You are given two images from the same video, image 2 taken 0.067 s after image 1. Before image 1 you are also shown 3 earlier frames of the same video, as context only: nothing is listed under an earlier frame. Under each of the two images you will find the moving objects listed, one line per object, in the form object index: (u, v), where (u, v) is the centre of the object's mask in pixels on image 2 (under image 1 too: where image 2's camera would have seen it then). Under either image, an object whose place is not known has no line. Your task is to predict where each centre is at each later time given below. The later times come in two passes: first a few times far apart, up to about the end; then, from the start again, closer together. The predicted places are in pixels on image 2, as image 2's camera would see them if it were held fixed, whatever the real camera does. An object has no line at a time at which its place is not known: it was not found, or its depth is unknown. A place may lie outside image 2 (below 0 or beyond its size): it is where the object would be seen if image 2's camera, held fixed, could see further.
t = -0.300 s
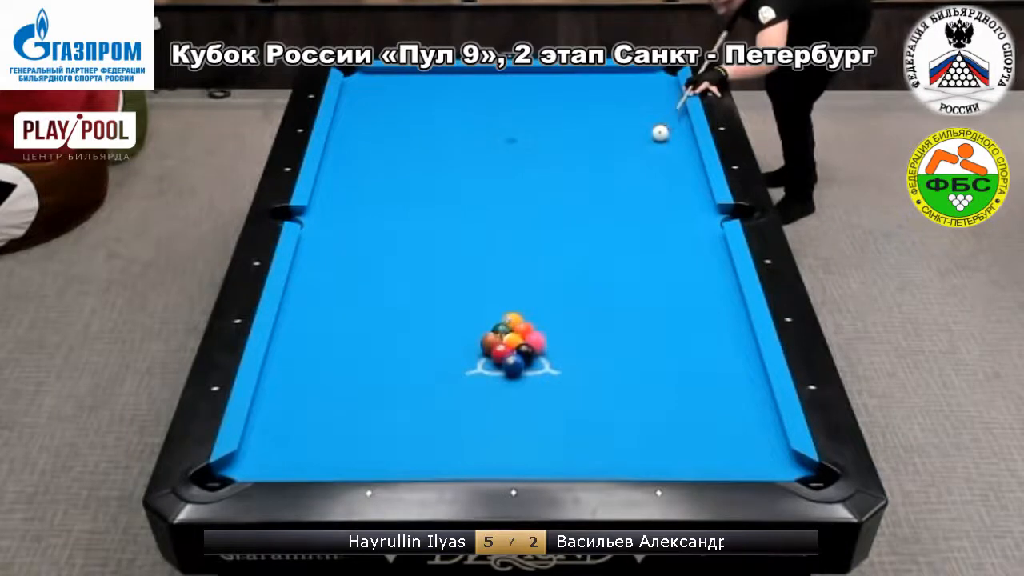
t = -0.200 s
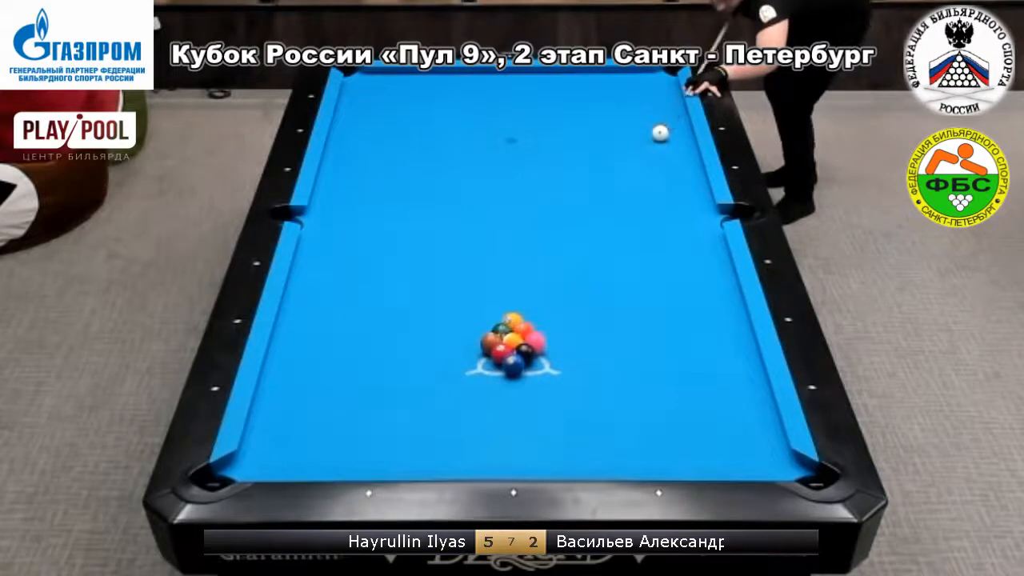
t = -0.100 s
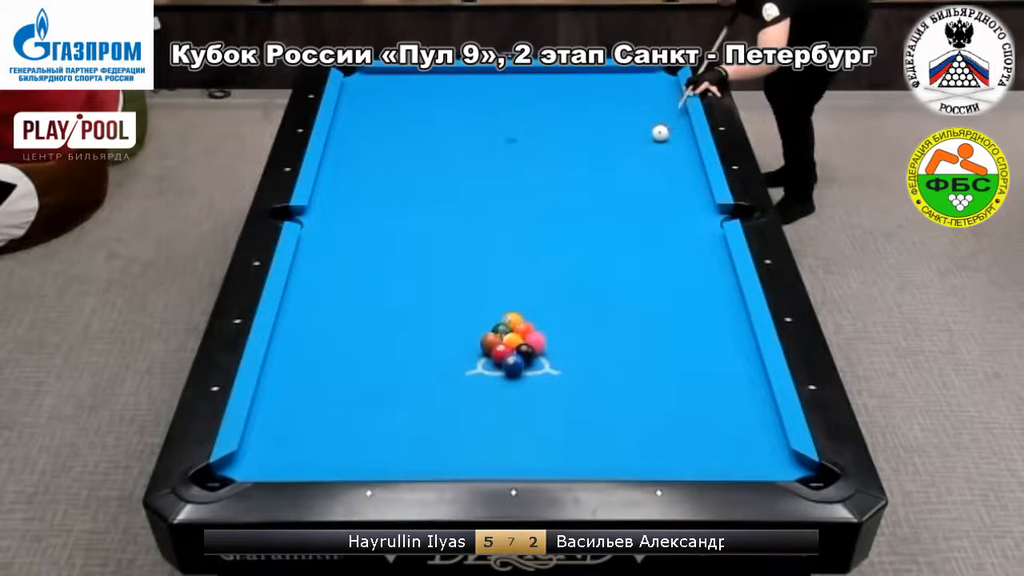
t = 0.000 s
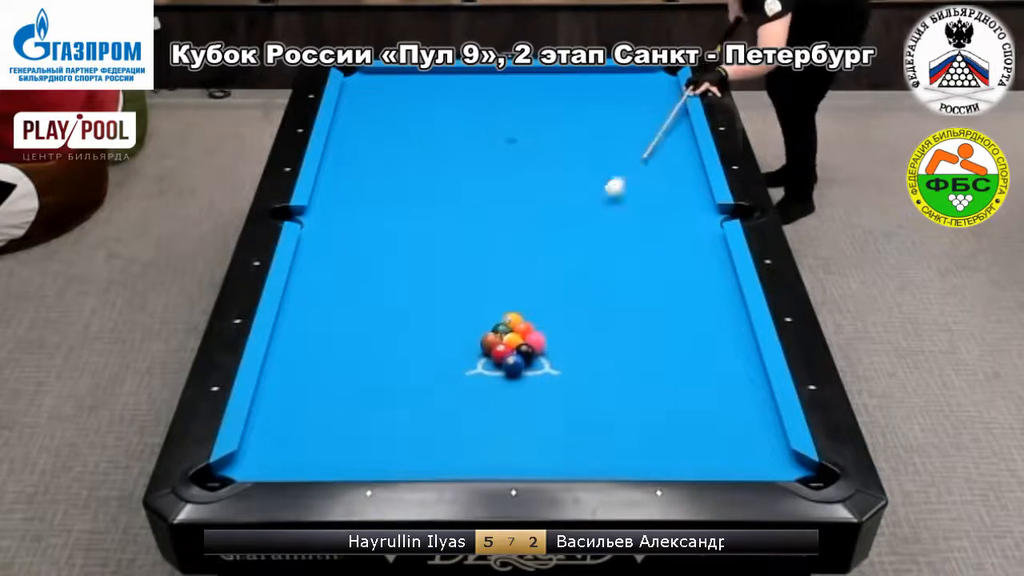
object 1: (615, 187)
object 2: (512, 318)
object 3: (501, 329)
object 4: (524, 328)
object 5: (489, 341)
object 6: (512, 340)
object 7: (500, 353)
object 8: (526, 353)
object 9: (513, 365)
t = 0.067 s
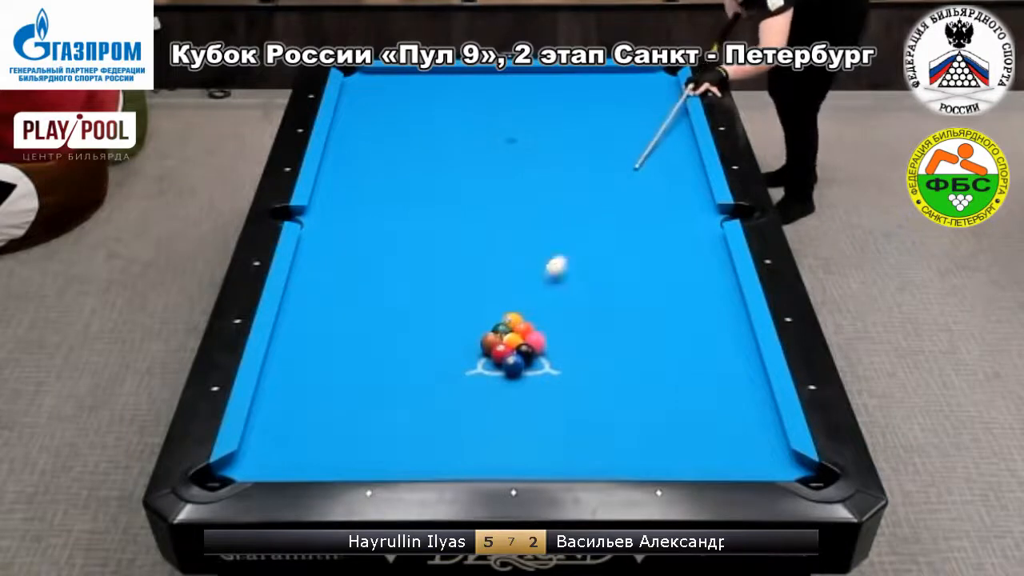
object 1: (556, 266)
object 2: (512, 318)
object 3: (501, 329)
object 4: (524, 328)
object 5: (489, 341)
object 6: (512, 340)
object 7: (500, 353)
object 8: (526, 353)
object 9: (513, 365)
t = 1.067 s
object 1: (604, 354)
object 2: (310, 219)
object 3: (378, 264)
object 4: (576, 321)
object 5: (748, 364)
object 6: (510, 354)
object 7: (455, 458)
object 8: (573, 343)
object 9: (726, 448)
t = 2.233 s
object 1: (307, 269)
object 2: (312, 306)
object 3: (577, 189)
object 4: (631, 297)
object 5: (655, 277)
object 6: (389, 412)
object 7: (431, 400)
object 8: (539, 294)
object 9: (531, 442)
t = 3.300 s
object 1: (419, 229)
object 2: (318, 383)
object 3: (675, 143)
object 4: (657, 284)
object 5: (595, 226)
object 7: (416, 369)
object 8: (521, 272)
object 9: (398, 438)
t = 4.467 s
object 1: (513, 200)
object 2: (294, 433)
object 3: (605, 122)
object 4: (661, 283)
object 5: (555, 192)
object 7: (412, 358)
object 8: (515, 266)
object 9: (328, 455)
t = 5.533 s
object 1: (570, 182)
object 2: (276, 438)
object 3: (566, 110)
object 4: (660, 282)
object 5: (535, 174)
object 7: (413, 359)
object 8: (515, 266)
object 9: (322, 459)
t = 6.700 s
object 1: (602, 171)
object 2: (276, 437)
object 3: (550, 105)
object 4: (660, 282)
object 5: (528, 170)
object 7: (413, 359)
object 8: (515, 266)
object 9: (323, 459)
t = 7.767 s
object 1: (609, 168)
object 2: (276, 437)
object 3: (550, 105)
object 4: (660, 282)
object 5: (528, 170)
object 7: (413, 359)
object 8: (515, 266)
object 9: (323, 459)
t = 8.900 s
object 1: (608, 168)
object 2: (276, 437)
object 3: (550, 105)
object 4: (660, 282)
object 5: (528, 170)
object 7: (413, 359)
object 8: (515, 266)
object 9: (323, 459)
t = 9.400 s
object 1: (608, 168)
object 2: (276, 437)
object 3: (550, 105)
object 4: (660, 282)
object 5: (528, 170)
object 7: (413, 359)
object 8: (515, 266)
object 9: (323, 459)
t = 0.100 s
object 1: (525, 306)
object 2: (512, 319)
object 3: (501, 329)
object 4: (523, 329)
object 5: (489, 341)
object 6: (512, 340)
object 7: (500, 353)
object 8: (526, 353)
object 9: (513, 365)
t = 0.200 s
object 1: (550, 283)
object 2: (480, 298)
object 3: (453, 328)
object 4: (530, 332)
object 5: (324, 402)
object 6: (512, 345)
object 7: (496, 365)
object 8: (550, 379)
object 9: (552, 421)
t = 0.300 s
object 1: (577, 288)
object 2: (452, 288)
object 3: (414, 321)
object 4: (536, 330)
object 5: (314, 444)
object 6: (511, 347)
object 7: (492, 376)
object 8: (571, 399)
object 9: (588, 458)
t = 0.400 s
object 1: (604, 316)
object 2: (428, 277)
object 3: (380, 314)
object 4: (542, 328)
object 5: (420, 459)
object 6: (511, 349)
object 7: (487, 387)
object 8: (589, 415)
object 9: (608, 431)
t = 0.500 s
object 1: (627, 315)
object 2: (405, 264)
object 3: (346, 308)
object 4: (549, 327)
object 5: (509, 443)
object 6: (511, 350)
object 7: (482, 398)
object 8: (582, 397)
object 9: (654, 441)
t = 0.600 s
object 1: (648, 328)
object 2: (383, 252)
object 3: (314, 302)
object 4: (554, 326)
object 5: (588, 426)
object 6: (510, 350)
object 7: (477, 409)
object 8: (579, 384)
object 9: (695, 445)
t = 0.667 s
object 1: (661, 336)
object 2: (369, 244)
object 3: (292, 298)
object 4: (557, 325)
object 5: (638, 416)
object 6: (510, 351)
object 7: (474, 417)
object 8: (578, 378)
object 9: (721, 446)
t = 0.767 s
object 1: (678, 350)
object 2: (348, 233)
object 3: (315, 289)
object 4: (563, 324)
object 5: (712, 399)
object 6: (510, 352)
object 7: (469, 428)
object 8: (576, 369)
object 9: (760, 449)
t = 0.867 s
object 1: (694, 362)
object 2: (329, 222)
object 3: (336, 280)
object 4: (567, 323)
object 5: (743, 381)
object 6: (510, 353)
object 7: (464, 439)
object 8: (575, 360)
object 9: (766, 449)
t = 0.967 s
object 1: (658, 361)
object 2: (310, 212)
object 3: (358, 272)
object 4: (572, 322)
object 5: (735, 370)
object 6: (510, 354)
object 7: (459, 451)
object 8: (574, 352)
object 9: (746, 449)
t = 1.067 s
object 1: (604, 354)
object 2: (310, 219)
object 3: (378, 264)
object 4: (576, 321)
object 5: (748, 364)
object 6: (510, 354)
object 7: (455, 458)
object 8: (573, 343)
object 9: (726, 448)
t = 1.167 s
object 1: (561, 351)
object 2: (310, 226)
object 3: (399, 257)
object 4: (581, 319)
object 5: (745, 355)
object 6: (510, 354)
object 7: (452, 456)
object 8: (572, 334)
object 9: (707, 447)
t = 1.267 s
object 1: (524, 345)
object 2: (310, 234)
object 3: (418, 249)
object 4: (585, 318)
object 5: (735, 346)
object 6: (508, 356)
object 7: (449, 453)
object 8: (570, 329)
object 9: (689, 446)
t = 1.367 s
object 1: (498, 337)
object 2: (310, 241)
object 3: (437, 242)
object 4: (590, 316)
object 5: (725, 338)
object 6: (494, 363)
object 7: (447, 445)
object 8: (566, 324)
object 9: (671, 446)
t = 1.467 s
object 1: (474, 328)
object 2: (310, 248)
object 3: (455, 235)
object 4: (596, 313)
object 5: (716, 329)
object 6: (481, 369)
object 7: (445, 438)
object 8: (563, 320)
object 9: (653, 445)
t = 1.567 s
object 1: (449, 319)
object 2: (311, 256)
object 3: (472, 229)
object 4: (601, 311)
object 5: (707, 321)
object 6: (469, 375)
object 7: (443, 433)
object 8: (559, 316)
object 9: (636, 445)
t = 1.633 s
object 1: (434, 314)
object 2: (311, 261)
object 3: (484, 225)
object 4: (604, 309)
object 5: (701, 317)
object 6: (461, 379)
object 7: (442, 429)
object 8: (557, 314)
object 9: (625, 445)
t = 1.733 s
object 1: (411, 306)
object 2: (311, 268)
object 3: (501, 218)
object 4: (609, 307)
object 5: (693, 309)
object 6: (449, 384)
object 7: (440, 423)
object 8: (553, 310)
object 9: (608, 444)
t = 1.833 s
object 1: (389, 298)
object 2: (311, 276)
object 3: (517, 212)
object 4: (614, 305)
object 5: (685, 302)
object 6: (436, 390)
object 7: (438, 418)
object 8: (550, 306)
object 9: (592, 443)
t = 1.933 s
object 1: (368, 291)
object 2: (312, 284)
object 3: (533, 206)
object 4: (618, 302)
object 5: (677, 295)
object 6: (423, 395)
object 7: (436, 414)
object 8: (547, 303)
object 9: (576, 443)
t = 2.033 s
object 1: (347, 283)
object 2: (312, 291)
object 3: (548, 200)
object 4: (622, 300)
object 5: (669, 289)
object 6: (412, 400)
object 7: (434, 408)
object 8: (545, 300)
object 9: (561, 443)
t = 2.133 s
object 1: (327, 276)
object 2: (312, 299)
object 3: (563, 195)
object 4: (627, 298)
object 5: (662, 283)
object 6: (400, 406)
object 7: (432, 404)
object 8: (542, 296)
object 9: (546, 443)
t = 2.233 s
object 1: (307, 269)
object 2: (312, 306)
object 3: (577, 189)
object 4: (631, 297)
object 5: (655, 277)
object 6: (389, 412)
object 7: (431, 400)
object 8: (539, 294)
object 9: (531, 442)
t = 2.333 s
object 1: (308, 264)
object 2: (313, 313)
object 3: (592, 184)
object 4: (634, 295)
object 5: (649, 271)
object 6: (377, 417)
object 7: (429, 396)
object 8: (537, 291)
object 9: (517, 442)
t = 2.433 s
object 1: (321, 260)
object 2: (313, 321)
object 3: (606, 179)
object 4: (638, 294)
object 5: (642, 266)
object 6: (366, 422)
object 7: (428, 392)
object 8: (535, 288)
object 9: (503, 441)
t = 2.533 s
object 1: (334, 256)
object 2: (314, 328)
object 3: (619, 174)
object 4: (640, 292)
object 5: (635, 260)
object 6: (355, 427)
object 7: (427, 389)
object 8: (533, 285)
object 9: (489, 441)
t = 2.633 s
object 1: (346, 252)
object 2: (314, 335)
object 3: (632, 169)
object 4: (643, 290)
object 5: (629, 255)
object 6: (344, 433)
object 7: (426, 385)
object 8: (531, 283)
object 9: (476, 440)
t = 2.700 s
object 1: (354, 250)
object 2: (314, 340)
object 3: (641, 166)
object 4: (645, 290)
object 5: (625, 251)
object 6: (336, 436)
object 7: (425, 383)
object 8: (530, 282)
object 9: (467, 440)
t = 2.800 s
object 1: (366, 246)
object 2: (315, 347)
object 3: (653, 162)
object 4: (648, 289)
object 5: (620, 246)
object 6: (326, 441)
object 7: (423, 380)
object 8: (528, 280)
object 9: (455, 440)
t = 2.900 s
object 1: (377, 242)
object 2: (315, 354)
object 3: (665, 157)
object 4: (650, 287)
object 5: (614, 242)
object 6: (315, 446)
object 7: (422, 377)
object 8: (527, 278)
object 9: (443, 440)
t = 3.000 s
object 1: (388, 239)
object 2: (316, 361)
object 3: (677, 153)
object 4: (652, 286)
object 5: (609, 238)
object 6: (305, 451)
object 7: (420, 375)
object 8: (525, 277)
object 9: (431, 439)
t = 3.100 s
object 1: (398, 236)
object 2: (317, 368)
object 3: (688, 149)
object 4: (654, 286)
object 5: (604, 234)
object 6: (294, 455)
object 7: (419, 373)
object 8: (524, 275)
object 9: (420, 439)
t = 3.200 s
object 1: (409, 232)
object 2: (318, 375)
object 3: (683, 146)
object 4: (656, 285)
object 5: (600, 230)
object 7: (418, 371)
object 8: (522, 274)
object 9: (408, 438)
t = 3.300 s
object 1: (419, 229)
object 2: (318, 383)
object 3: (675, 143)
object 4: (657, 284)
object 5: (595, 226)
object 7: (416, 369)
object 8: (521, 272)
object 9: (398, 438)
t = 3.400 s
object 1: (429, 226)
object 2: (319, 389)
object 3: (668, 141)
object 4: (658, 284)
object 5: (590, 222)
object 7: (415, 367)
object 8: (520, 271)
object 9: (387, 437)
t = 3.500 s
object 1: (438, 223)
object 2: (320, 396)
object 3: (661, 139)
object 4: (659, 284)
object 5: (586, 218)
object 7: (415, 365)
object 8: (519, 270)
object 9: (377, 438)
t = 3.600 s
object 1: (447, 220)
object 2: (320, 403)
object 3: (654, 137)
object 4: (660, 283)
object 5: (582, 215)
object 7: (414, 364)
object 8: (519, 269)
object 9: (367, 437)
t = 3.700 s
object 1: (456, 217)
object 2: (321, 410)
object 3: (647, 135)
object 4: (661, 283)
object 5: (579, 212)
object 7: (413, 363)
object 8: (518, 268)
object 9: (358, 437)
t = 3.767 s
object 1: (461, 216)
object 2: (321, 414)
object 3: (643, 134)
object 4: (661, 283)
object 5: (576, 210)
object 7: (413, 362)
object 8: (517, 268)
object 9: (352, 437)
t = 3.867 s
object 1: (470, 214)
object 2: (322, 420)
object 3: (637, 132)
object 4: (661, 283)
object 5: (573, 207)
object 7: (413, 361)
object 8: (516, 267)
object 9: (343, 437)
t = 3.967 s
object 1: (477, 211)
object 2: (319, 424)
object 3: (631, 130)
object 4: (661, 283)
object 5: (570, 204)
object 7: (413, 360)
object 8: (516, 267)
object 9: (338, 439)
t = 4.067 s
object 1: (485, 208)
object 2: (314, 426)
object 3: (625, 129)
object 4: (661, 283)
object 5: (566, 201)
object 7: (413, 359)
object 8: (515, 266)
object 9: (335, 442)
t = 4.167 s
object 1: (493, 206)
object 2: (309, 428)
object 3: (620, 127)
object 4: (661, 283)
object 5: (564, 199)
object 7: (413, 359)
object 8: (515, 266)
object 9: (334, 446)
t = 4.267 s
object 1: (500, 204)
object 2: (303, 430)
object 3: (615, 125)
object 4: (661, 283)
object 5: (561, 196)
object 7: (412, 358)
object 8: (515, 266)
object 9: (332, 449)
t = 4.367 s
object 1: (507, 202)
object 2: (299, 431)
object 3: (610, 124)
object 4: (661, 283)
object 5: (558, 194)
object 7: (412, 358)
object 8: (515, 266)
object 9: (330, 453)
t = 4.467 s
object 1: (513, 200)
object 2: (294, 433)
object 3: (605, 122)
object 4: (661, 283)
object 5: (555, 192)
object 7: (412, 358)
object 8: (515, 266)
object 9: (328, 455)
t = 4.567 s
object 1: (520, 197)
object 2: (290, 434)
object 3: (600, 121)
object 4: (661, 283)
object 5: (553, 190)
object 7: (413, 358)
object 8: (515, 266)
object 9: (327, 457)
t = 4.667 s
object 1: (526, 196)
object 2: (286, 435)
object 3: (596, 119)
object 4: (661, 283)
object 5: (551, 187)
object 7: (413, 358)
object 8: (515, 266)
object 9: (325, 458)
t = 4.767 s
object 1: (531, 194)
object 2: (283, 436)
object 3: (591, 118)
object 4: (661, 282)
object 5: (549, 185)
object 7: (413, 359)
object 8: (515, 266)
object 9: (324, 459)
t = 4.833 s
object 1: (535, 193)
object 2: (281, 437)
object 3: (589, 117)
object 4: (661, 282)
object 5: (548, 183)
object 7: (413, 359)
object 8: (515, 266)
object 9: (323, 460)
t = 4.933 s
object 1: (541, 191)
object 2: (278, 438)
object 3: (585, 116)
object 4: (661, 282)
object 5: (546, 179)
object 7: (413, 359)
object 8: (515, 266)
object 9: (322, 460)
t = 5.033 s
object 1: (547, 190)
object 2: (277, 438)
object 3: (581, 115)
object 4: (661, 282)
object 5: (543, 177)
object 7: (413, 359)
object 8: (515, 266)
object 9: (322, 460)
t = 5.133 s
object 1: (552, 188)
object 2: (276, 438)
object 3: (578, 114)
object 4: (661, 282)
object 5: (541, 178)
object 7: (413, 359)
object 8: (515, 266)
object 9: (322, 459)
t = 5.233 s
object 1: (557, 187)
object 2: (276, 438)
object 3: (574, 113)
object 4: (661, 282)
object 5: (539, 178)
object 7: (413, 358)
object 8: (515, 266)
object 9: (322, 459)
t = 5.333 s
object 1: (562, 185)
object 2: (276, 438)
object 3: (572, 112)
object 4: (660, 282)
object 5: (538, 177)
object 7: (413, 359)
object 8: (515, 266)
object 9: (322, 459)
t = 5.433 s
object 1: (566, 184)
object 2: (276, 438)
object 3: (569, 111)
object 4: (660, 282)
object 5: (536, 176)
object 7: (413, 359)
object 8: (515, 266)
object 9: (322, 459)
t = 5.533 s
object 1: (570, 182)
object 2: (276, 438)
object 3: (566, 110)
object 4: (660, 282)
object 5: (535, 174)
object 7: (413, 359)
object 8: (515, 266)
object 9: (322, 459)
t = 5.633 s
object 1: (574, 181)
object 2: (276, 438)
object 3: (564, 110)
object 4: (661, 282)
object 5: (534, 173)
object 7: (413, 358)
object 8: (515, 266)
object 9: (323, 459)
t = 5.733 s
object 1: (577, 180)
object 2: (276, 438)
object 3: (562, 109)
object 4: (660, 282)
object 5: (533, 172)
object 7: (413, 359)
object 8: (515, 266)
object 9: (323, 458)
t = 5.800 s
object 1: (580, 179)
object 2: (276, 438)
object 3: (560, 108)
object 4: (660, 282)
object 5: (532, 172)
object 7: (413, 359)
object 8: (515, 266)
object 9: (323, 458)
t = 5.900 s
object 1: (583, 178)
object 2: (276, 437)
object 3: (558, 108)
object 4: (661, 282)
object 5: (531, 172)
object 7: (413, 359)
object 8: (515, 266)
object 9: (323, 459)
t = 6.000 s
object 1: (586, 176)
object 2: (276, 437)
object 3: (557, 107)
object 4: (661, 282)
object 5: (531, 171)
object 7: (413, 359)
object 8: (515, 266)
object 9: (323, 459)
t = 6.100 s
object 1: (589, 176)
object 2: (276, 437)
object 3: (555, 106)
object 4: (661, 282)
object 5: (530, 170)
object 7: (413, 359)
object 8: (515, 266)
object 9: (323, 459)
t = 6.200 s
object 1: (592, 175)
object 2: (276, 437)
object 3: (554, 106)
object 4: (661, 282)
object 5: (529, 170)
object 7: (413, 359)
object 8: (515, 266)
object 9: (323, 459)
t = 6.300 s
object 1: (594, 174)
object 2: (276, 437)
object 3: (553, 105)
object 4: (661, 282)
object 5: (529, 170)
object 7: (413, 359)
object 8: (515, 266)
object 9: (323, 459)
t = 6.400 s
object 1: (597, 173)
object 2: (276, 437)
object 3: (552, 105)
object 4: (660, 282)
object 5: (528, 170)
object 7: (413, 359)
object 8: (515, 266)
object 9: (323, 459)
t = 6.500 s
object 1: (599, 172)
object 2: (276, 437)
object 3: (551, 105)
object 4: (661, 282)
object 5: (528, 170)
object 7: (413, 359)
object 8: (515, 266)
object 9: (323, 459)
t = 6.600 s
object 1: (600, 172)
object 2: (276, 437)
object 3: (551, 105)
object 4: (661, 282)
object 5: (528, 170)
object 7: (413, 359)
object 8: (515, 266)
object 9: (323, 459)
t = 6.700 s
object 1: (602, 171)
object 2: (276, 437)
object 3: (550, 105)
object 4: (660, 282)
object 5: (528, 170)
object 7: (413, 359)
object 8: (515, 266)
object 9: (323, 459)
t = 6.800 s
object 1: (604, 170)
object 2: (276, 437)
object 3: (550, 104)
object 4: (660, 282)
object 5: (528, 170)
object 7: (413, 359)
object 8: (515, 266)
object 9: (323, 459)
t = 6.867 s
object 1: (605, 170)
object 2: (276, 437)
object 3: (550, 104)
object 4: (661, 282)
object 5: (528, 170)
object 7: (413, 359)
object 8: (515, 266)
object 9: (323, 459)
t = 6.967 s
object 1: (606, 169)
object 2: (276, 437)
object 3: (550, 104)
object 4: (660, 282)
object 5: (528, 170)
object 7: (413, 359)
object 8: (515, 266)
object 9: (323, 459)
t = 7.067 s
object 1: (607, 169)
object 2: (276, 437)
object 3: (550, 104)
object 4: (660, 282)
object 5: (528, 170)
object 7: (413, 359)
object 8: (515, 266)
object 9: (323, 459)
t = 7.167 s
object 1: (608, 168)
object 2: (276, 437)
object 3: (550, 104)
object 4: (660, 282)
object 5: (528, 170)
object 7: (413, 359)
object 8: (515, 266)
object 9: (323, 459)
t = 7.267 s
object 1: (608, 168)
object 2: (276, 437)
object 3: (550, 105)
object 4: (660, 282)
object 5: (528, 170)
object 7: (413, 359)
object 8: (515, 266)
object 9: (323, 459)
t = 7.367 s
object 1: (608, 168)
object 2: (276, 437)
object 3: (550, 105)
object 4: (660, 282)
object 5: (528, 170)
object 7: (413, 359)
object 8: (515, 266)
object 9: (323, 459)
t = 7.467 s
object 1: (609, 168)
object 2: (276, 437)
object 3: (550, 104)
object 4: (660, 282)
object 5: (528, 170)
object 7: (412, 359)
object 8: (515, 266)
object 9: (323, 459)
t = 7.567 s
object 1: (609, 168)
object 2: (276, 437)
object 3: (550, 105)
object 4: (660, 282)
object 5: (528, 170)
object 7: (413, 359)
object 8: (515, 266)
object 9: (323, 459)
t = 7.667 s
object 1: (609, 168)
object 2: (276, 437)
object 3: (550, 105)
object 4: (660, 282)
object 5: (528, 170)
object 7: (412, 359)
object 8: (515, 266)
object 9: (323, 459)
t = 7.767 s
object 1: (609, 168)
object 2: (276, 437)
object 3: (550, 105)
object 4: (660, 282)
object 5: (528, 170)
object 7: (413, 359)
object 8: (515, 266)
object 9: (323, 459)
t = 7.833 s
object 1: (609, 168)
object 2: (276, 437)
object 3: (550, 105)
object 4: (660, 282)
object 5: (528, 170)
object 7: (413, 359)
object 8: (515, 266)
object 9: (323, 459)
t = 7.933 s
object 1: (609, 168)
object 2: (276, 437)
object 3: (550, 105)
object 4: (661, 282)
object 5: (528, 170)
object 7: (413, 358)
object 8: (515, 266)
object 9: (323, 459)
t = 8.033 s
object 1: (609, 168)
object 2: (276, 437)
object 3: (550, 105)
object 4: (660, 282)
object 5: (528, 170)
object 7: (413, 359)
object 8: (515, 266)
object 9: (323, 459)
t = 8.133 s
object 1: (609, 168)
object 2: (276, 437)
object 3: (550, 105)
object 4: (660, 282)
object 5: (528, 170)
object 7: (413, 359)
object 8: (515, 266)
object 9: (323, 459)
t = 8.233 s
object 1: (609, 168)
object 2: (276, 437)
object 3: (550, 105)
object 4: (660, 282)
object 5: (528, 170)
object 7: (413, 359)
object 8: (515, 266)
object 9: (323, 459)
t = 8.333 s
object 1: (609, 168)
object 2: (276, 437)
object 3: (550, 105)
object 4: (660, 282)
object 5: (528, 170)
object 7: (413, 359)
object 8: (515, 266)
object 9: (323, 459)
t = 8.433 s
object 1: (609, 168)
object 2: (276, 437)
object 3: (550, 105)
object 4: (660, 282)
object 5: (528, 170)
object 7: (412, 358)
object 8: (515, 266)
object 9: (323, 459)
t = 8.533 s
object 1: (608, 168)
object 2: (276, 437)
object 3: (550, 105)
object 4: (660, 282)
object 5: (528, 170)
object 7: (413, 359)
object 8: (515, 266)
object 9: (323, 459)
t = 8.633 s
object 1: (608, 168)
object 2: (276, 437)
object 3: (550, 105)
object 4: (661, 282)
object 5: (528, 170)
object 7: (413, 358)
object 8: (515, 266)
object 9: (323, 459)
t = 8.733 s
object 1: (608, 168)
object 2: (276, 437)
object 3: (550, 105)
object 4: (660, 282)
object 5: (528, 170)
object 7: (413, 358)
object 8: (515, 266)
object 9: (323, 459)
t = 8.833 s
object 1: (608, 168)
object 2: (276, 437)
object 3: (550, 105)
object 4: (660, 282)
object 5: (528, 170)
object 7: (413, 359)
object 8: (515, 266)
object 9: (323, 459)
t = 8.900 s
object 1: (608, 168)
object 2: (276, 437)
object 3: (550, 105)
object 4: (660, 282)
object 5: (528, 170)
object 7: (413, 359)
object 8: (515, 266)
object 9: (323, 459)
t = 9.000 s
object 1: (608, 168)
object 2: (276, 437)
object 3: (550, 105)
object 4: (660, 282)
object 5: (528, 170)
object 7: (412, 359)
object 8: (515, 266)
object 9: (323, 459)
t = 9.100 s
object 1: (608, 168)
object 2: (276, 437)
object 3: (550, 105)
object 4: (660, 282)
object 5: (528, 170)
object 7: (413, 359)
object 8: (515, 266)
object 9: (323, 459)
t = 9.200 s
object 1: (608, 168)
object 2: (276, 437)
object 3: (550, 105)
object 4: (660, 282)
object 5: (528, 170)
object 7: (413, 359)
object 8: (515, 266)
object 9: (323, 459)
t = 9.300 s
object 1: (608, 168)
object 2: (276, 437)
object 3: (550, 105)
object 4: (660, 282)
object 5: (528, 170)
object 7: (413, 359)
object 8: (515, 266)
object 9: (323, 459)
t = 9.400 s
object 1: (608, 168)
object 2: (276, 437)
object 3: (550, 105)
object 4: (660, 282)
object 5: (528, 170)
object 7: (413, 359)
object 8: (515, 266)
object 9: (323, 459)
